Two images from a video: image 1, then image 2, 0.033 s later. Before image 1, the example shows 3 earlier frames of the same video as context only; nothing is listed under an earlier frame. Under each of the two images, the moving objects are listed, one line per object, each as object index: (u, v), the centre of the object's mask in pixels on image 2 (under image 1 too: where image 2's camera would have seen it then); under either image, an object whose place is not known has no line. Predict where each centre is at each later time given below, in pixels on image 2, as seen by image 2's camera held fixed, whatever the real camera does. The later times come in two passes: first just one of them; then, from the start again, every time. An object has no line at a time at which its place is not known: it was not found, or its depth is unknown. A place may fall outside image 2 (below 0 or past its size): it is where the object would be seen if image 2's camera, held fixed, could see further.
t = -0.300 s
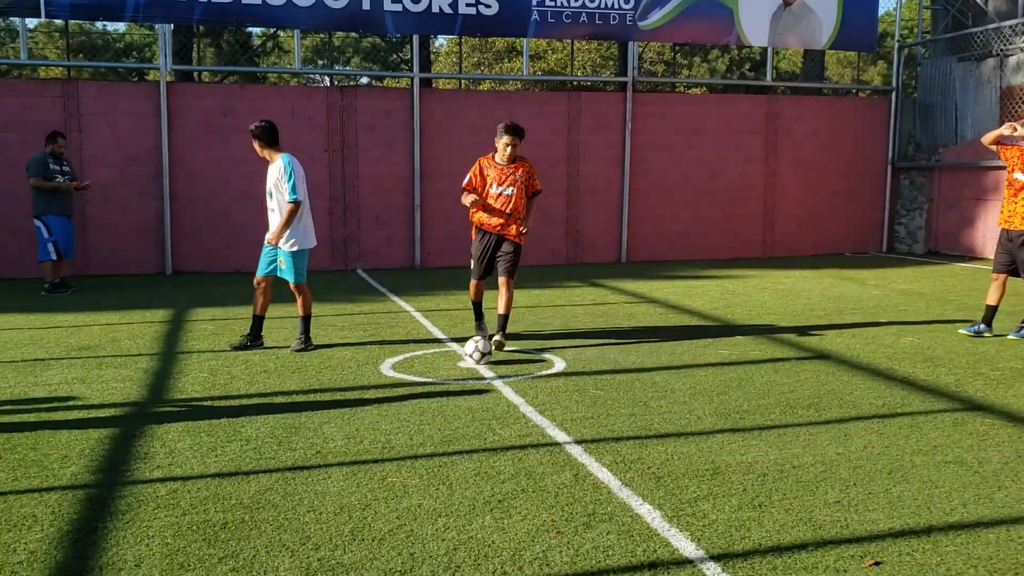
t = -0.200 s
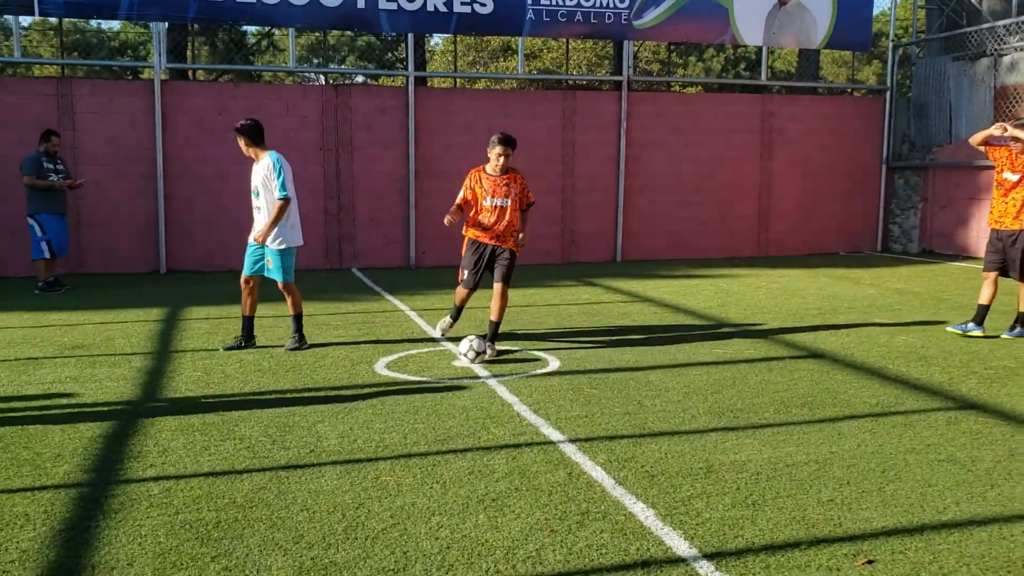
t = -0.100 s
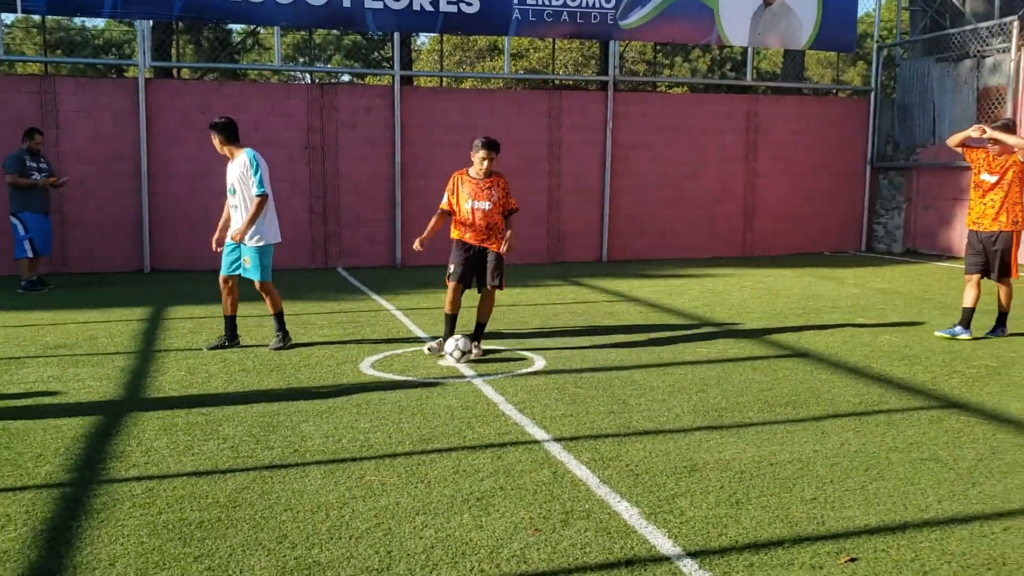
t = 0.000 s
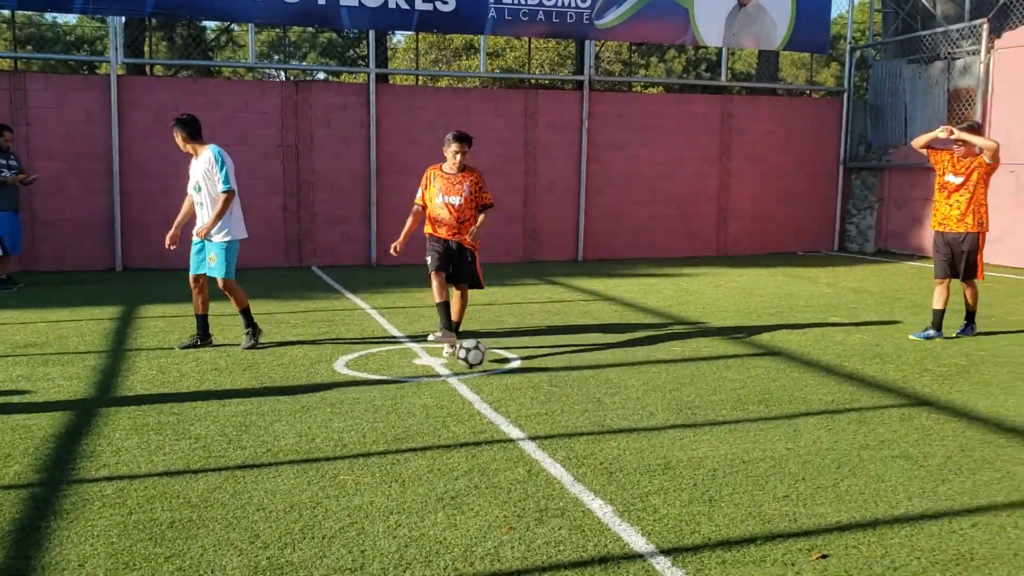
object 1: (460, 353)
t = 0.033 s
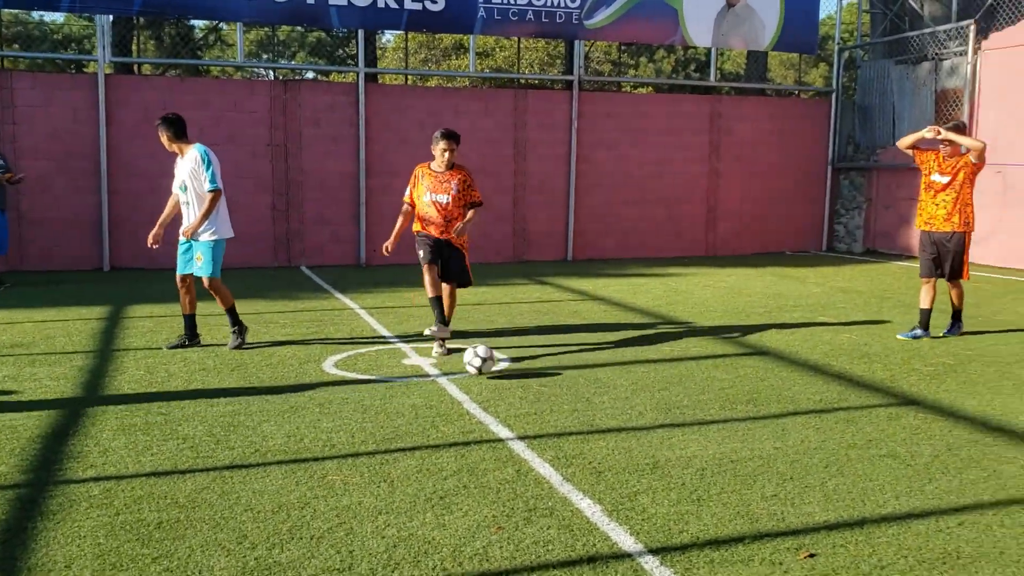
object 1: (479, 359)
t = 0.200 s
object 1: (584, 391)
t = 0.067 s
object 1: (499, 367)
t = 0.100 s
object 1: (520, 377)
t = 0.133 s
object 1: (540, 380)
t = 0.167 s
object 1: (562, 384)
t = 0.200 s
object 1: (584, 391)
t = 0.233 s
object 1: (607, 401)
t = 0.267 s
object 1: (630, 408)
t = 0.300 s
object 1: (653, 414)
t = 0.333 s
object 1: (678, 422)
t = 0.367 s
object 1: (701, 427)
